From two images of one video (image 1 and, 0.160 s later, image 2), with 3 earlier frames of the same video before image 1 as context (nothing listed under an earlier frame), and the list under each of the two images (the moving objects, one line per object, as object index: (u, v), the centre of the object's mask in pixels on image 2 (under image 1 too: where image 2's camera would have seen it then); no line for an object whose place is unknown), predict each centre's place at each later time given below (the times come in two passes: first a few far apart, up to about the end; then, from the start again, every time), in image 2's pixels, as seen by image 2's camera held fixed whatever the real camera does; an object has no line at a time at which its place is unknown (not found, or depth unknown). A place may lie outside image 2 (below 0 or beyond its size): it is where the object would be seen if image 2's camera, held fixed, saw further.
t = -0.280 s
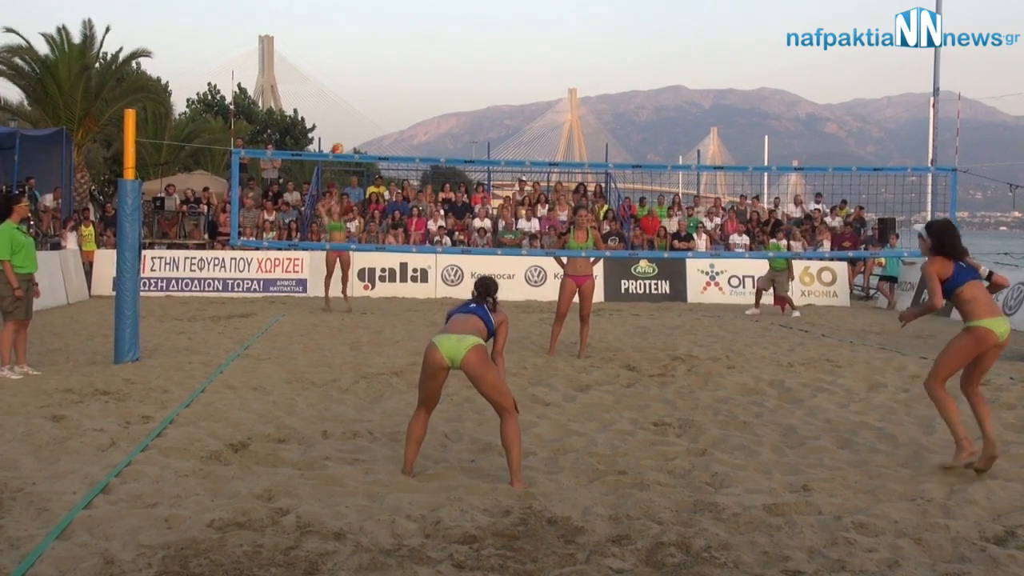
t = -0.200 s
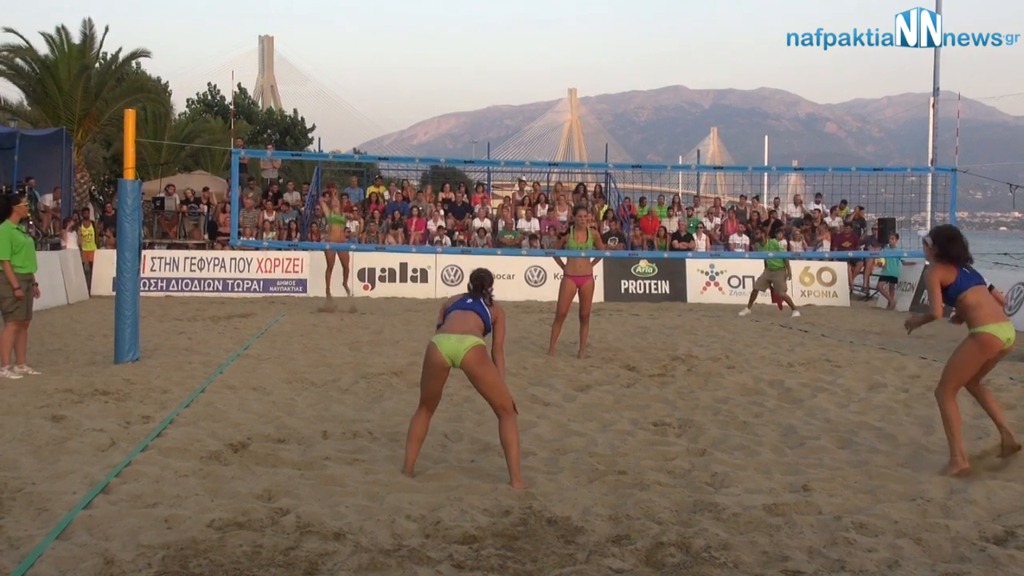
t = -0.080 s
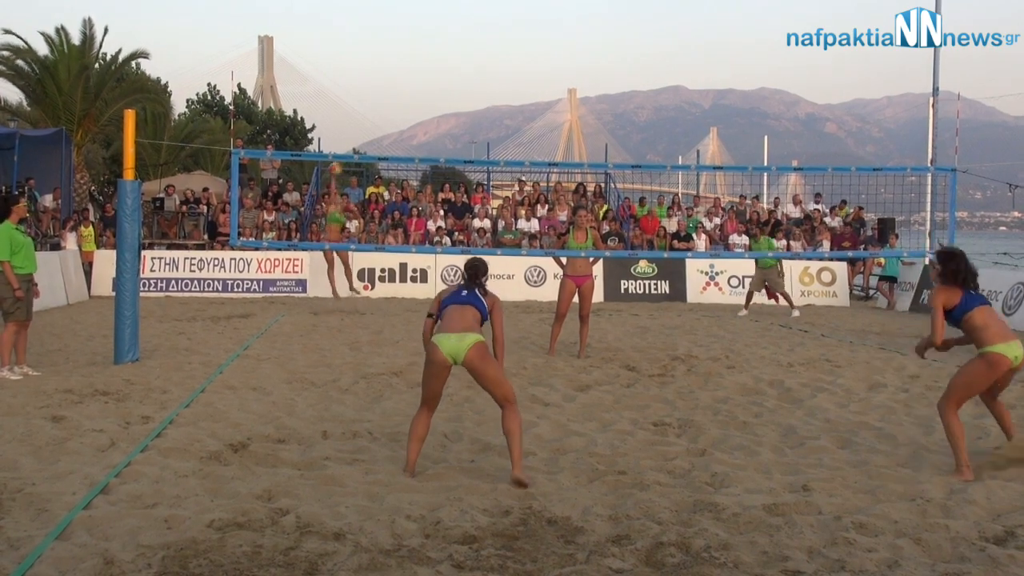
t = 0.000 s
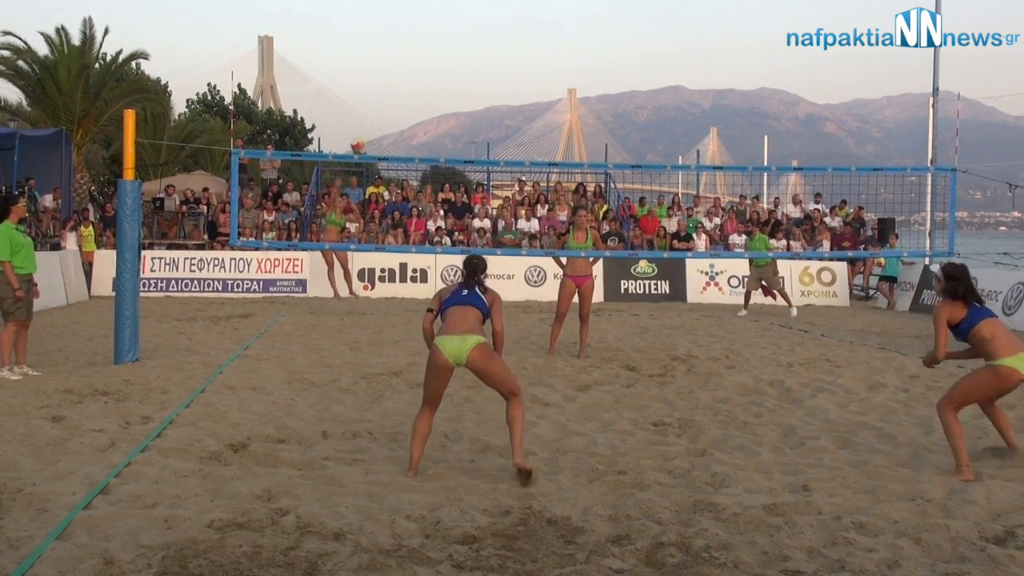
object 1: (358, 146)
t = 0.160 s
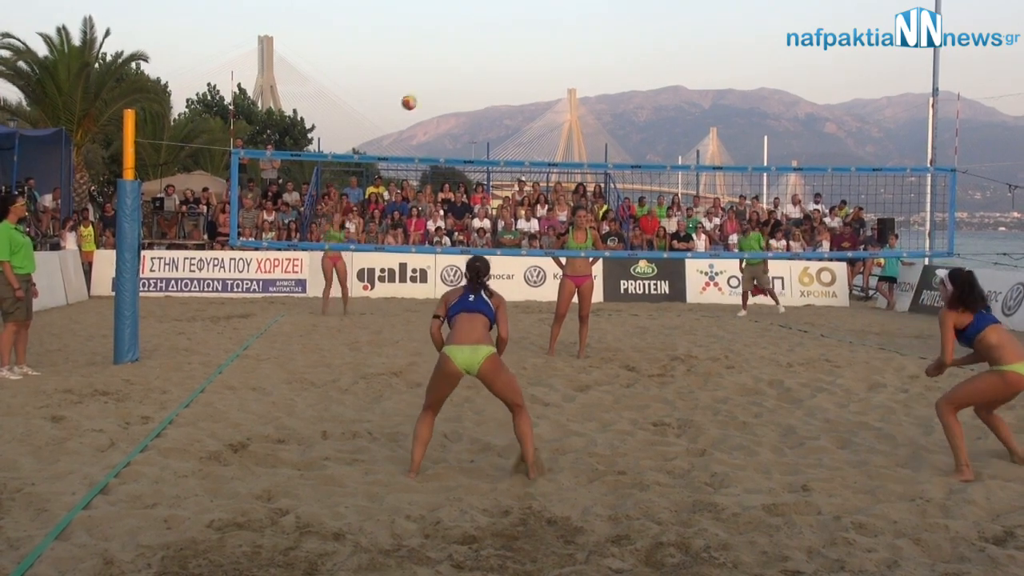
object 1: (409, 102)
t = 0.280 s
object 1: (456, 79)
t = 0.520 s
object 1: (585, 58)
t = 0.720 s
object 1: (736, 75)
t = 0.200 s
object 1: (424, 93)
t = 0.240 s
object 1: (440, 85)
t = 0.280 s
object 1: (456, 79)
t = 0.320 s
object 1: (475, 73)
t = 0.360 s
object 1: (494, 68)
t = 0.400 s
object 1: (515, 64)
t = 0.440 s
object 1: (537, 61)
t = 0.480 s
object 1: (560, 59)
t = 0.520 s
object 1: (585, 58)
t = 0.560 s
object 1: (612, 58)
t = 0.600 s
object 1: (640, 60)
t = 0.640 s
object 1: (670, 62)
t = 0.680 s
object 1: (702, 68)
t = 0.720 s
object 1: (736, 75)
